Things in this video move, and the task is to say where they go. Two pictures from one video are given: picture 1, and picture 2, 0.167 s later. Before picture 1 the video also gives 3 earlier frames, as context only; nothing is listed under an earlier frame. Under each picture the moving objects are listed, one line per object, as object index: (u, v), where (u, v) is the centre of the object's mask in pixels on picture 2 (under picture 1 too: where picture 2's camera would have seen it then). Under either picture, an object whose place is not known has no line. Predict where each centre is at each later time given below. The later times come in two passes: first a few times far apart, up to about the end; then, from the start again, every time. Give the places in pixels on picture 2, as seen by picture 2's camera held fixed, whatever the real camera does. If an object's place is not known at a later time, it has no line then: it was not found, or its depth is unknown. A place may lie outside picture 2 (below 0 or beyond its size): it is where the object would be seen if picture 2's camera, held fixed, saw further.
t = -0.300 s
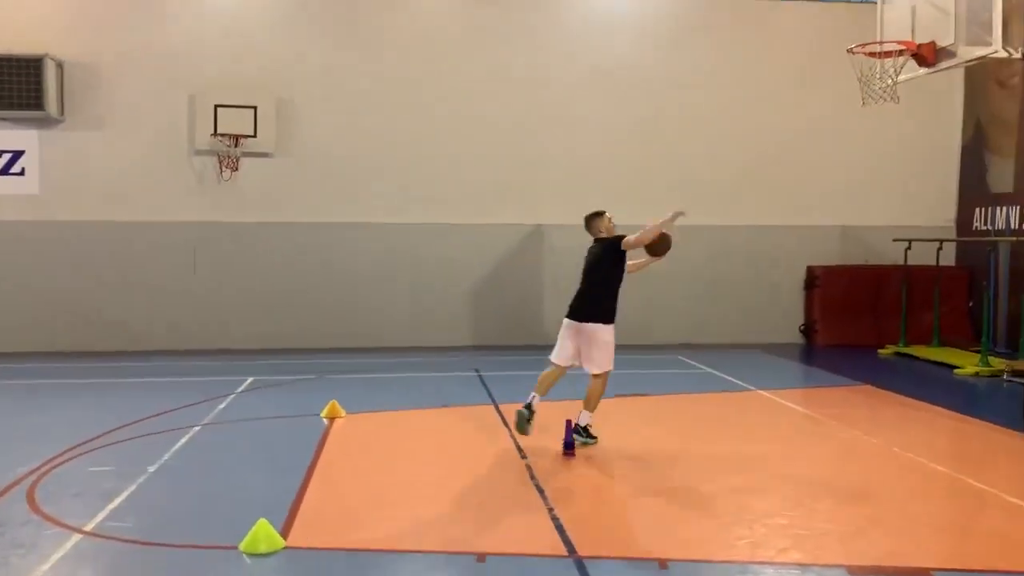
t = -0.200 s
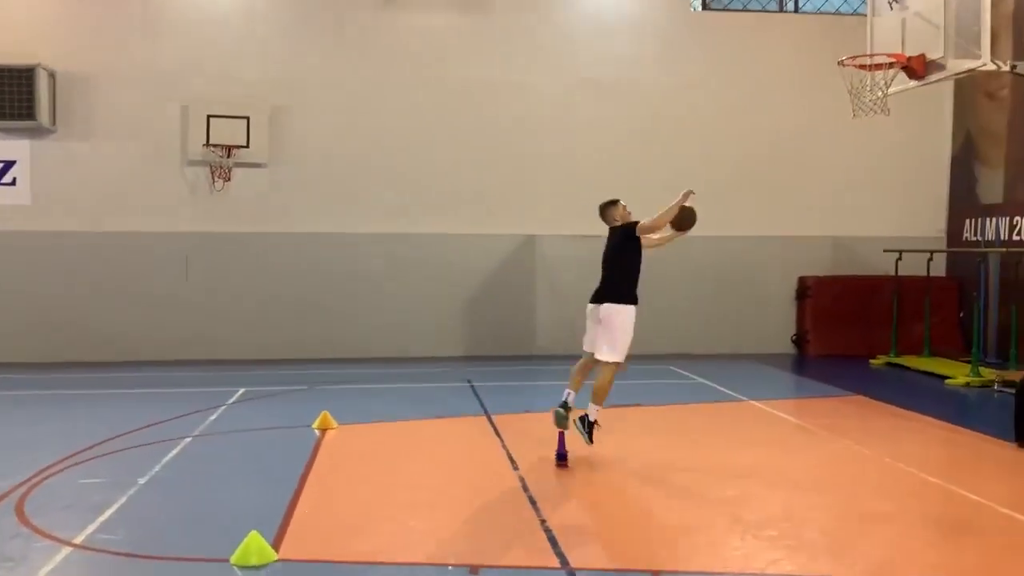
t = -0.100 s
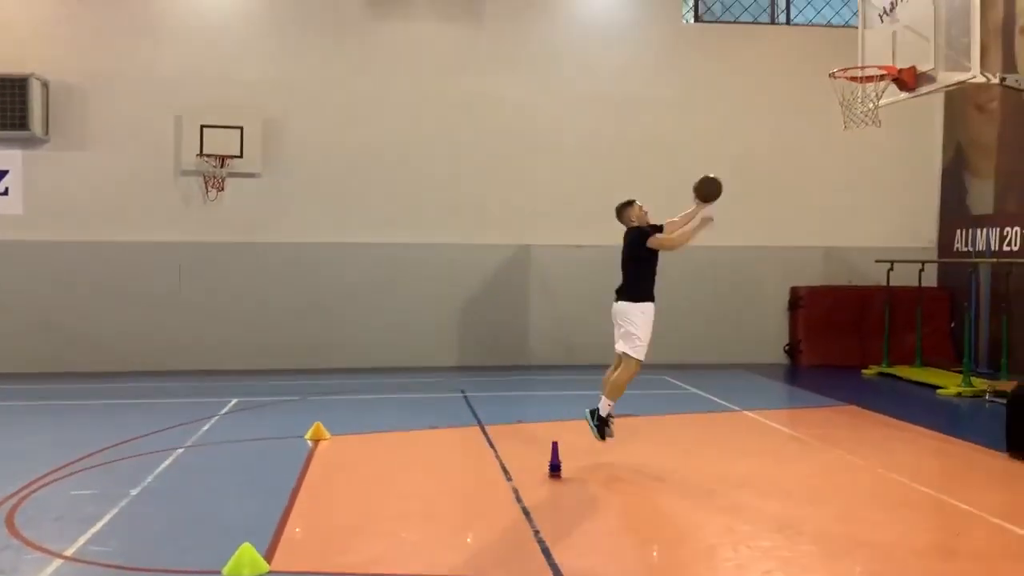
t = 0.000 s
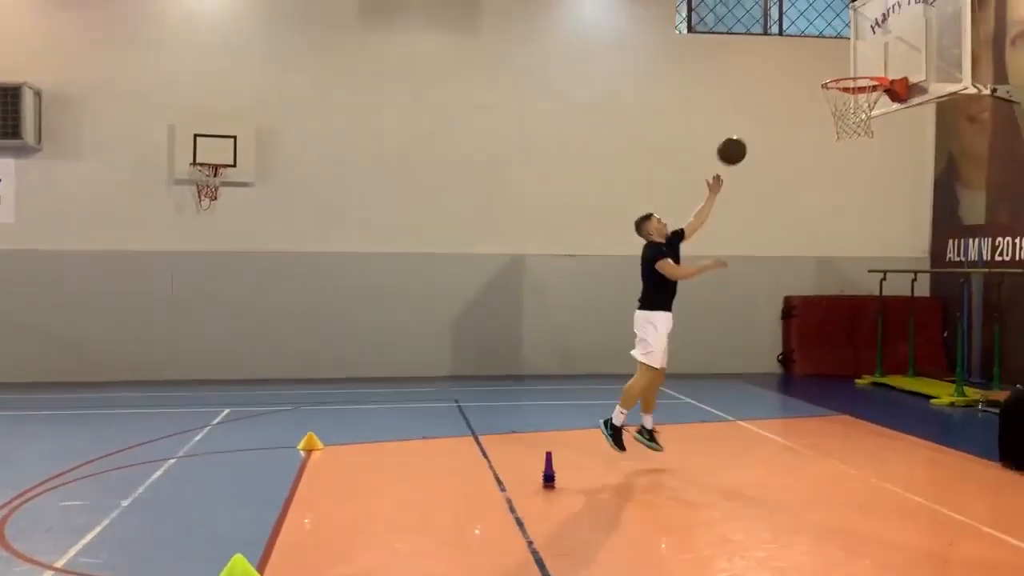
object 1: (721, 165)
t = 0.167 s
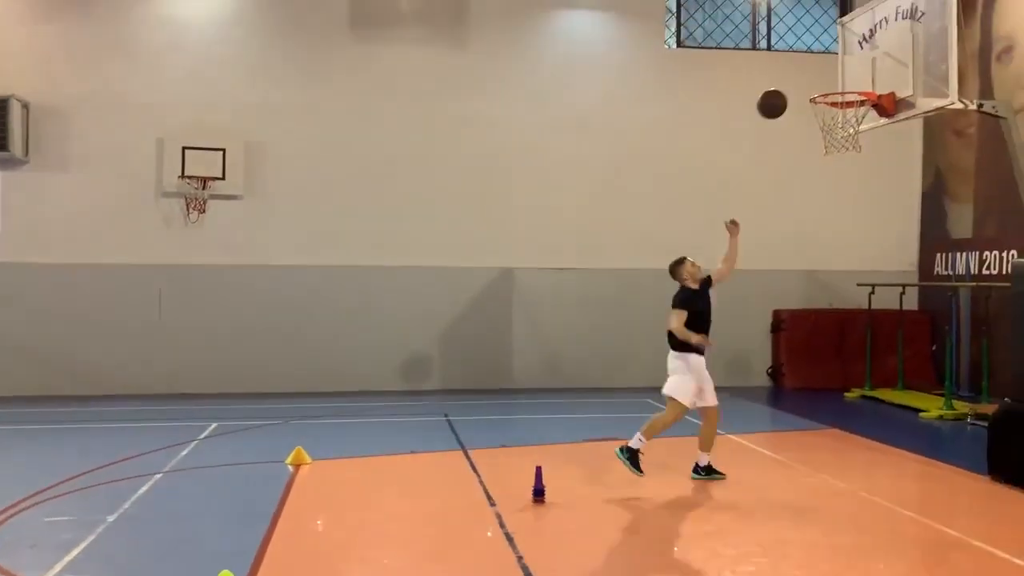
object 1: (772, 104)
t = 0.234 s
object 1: (793, 88)
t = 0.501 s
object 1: (856, 74)
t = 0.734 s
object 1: (830, 113)
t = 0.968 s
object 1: (838, 201)
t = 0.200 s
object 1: (782, 96)
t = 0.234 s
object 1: (793, 88)
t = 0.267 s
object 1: (803, 83)
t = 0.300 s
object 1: (814, 78)
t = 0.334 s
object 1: (824, 75)
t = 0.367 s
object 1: (835, 73)
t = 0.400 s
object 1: (845, 72)
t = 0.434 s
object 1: (856, 73)
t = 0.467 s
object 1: (861, 73)
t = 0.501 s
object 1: (856, 74)
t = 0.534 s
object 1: (852, 75)
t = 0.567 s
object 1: (847, 77)
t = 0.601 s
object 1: (843, 82)
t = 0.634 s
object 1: (838, 89)
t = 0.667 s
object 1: (834, 95)
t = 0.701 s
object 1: (830, 104)
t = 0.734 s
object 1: (830, 113)
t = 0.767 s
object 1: (831, 122)
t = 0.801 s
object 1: (832, 134)
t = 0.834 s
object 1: (834, 145)
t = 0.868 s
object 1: (835, 157)
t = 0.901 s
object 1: (836, 170)
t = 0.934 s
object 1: (838, 185)
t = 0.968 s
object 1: (838, 201)
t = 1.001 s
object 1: (840, 219)
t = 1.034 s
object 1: (842, 238)
